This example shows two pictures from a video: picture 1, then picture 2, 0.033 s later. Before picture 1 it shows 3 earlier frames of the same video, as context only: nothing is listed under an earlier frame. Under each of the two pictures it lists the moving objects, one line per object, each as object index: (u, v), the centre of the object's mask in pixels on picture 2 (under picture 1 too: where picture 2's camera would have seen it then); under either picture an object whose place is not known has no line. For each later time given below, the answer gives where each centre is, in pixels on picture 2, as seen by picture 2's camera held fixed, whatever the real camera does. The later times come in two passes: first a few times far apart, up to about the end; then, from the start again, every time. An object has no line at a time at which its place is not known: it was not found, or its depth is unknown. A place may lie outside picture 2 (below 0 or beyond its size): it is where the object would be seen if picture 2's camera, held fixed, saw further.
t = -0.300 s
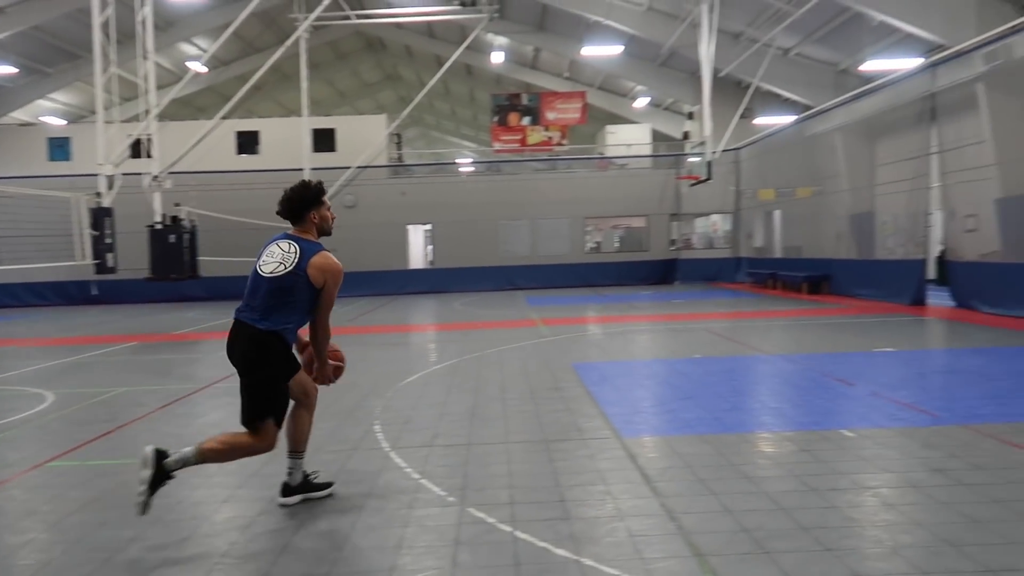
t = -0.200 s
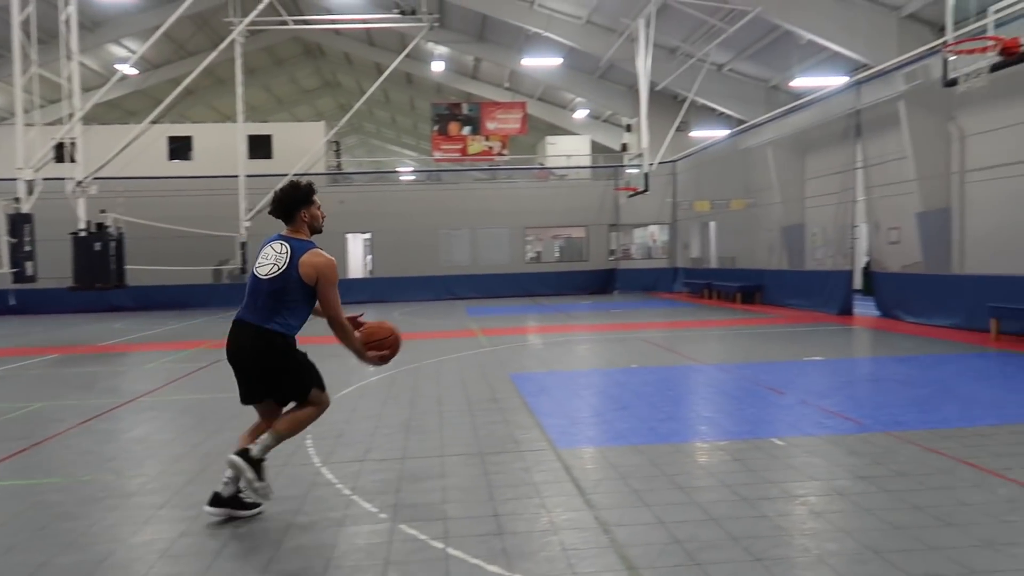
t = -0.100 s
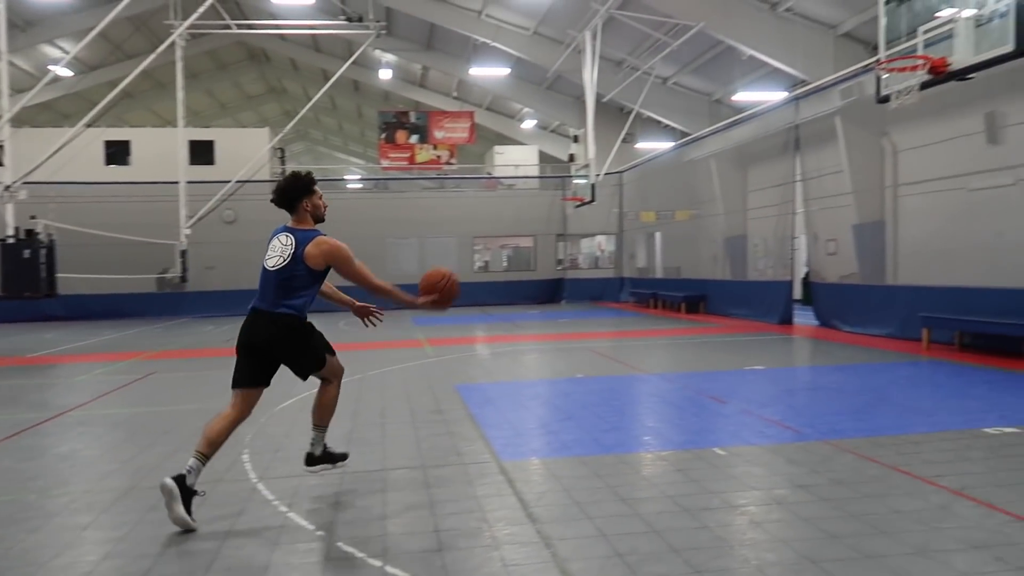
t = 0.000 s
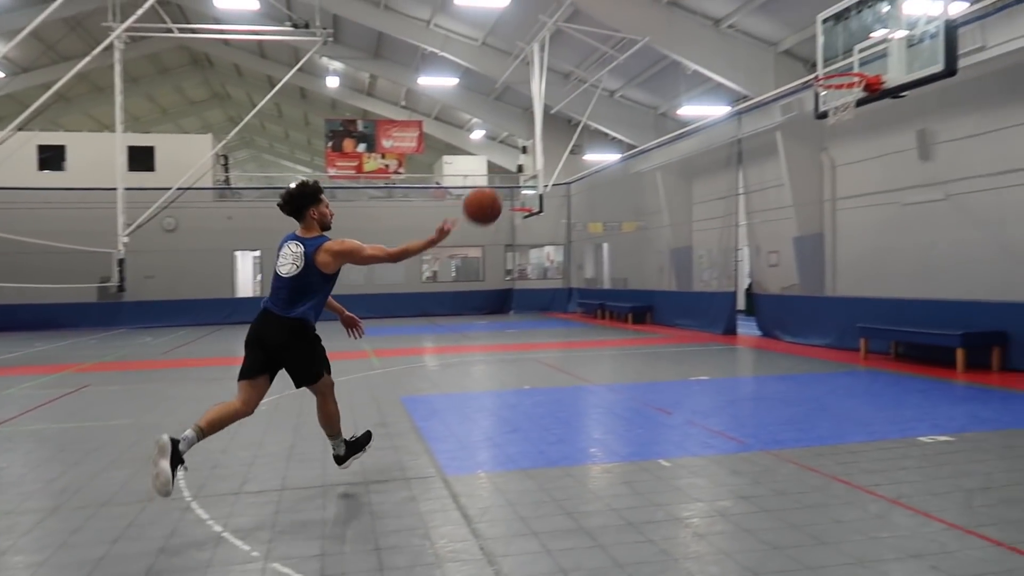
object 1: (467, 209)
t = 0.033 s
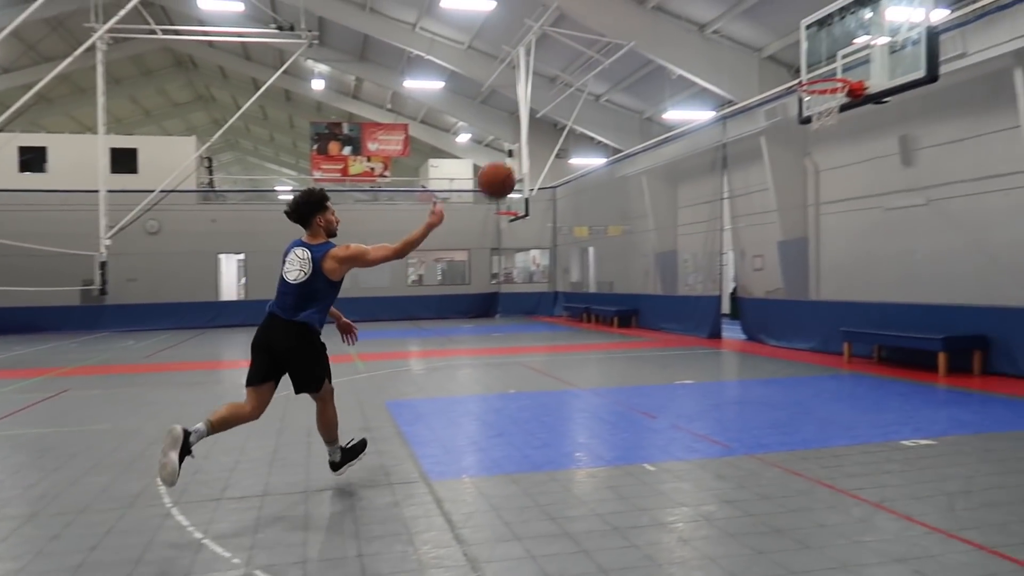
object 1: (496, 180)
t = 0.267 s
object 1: (671, 46)
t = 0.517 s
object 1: (815, 8)
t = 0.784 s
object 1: (851, 34)
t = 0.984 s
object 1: (740, 73)
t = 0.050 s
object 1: (510, 167)
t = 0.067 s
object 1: (524, 153)
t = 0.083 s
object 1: (538, 141)
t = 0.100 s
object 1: (551, 129)
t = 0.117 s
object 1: (563, 118)
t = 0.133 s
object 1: (576, 108)
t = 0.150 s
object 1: (589, 98)
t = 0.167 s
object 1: (601, 89)
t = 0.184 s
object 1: (613, 80)
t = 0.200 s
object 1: (625, 72)
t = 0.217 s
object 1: (636, 65)
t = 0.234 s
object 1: (648, 58)
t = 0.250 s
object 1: (660, 51)
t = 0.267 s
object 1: (671, 46)
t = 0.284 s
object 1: (682, 40)
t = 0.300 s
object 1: (692, 35)
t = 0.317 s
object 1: (703, 31)
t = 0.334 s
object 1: (713, 26)
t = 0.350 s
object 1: (723, 23)
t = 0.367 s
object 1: (733, 20)
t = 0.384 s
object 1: (743, 17)
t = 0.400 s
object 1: (753, 14)
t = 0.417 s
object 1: (762, 12)
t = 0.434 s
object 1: (771, 11)
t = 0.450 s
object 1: (781, 9)
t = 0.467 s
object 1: (789, 8)
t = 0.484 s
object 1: (798, 8)
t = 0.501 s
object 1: (807, 8)
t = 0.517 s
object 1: (815, 8)
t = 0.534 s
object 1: (824, 9)
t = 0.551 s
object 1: (833, 10)
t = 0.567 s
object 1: (841, 11)
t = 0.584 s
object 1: (848, 12)
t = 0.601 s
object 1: (856, 14)
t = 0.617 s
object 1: (864, 16)
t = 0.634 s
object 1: (871, 19)
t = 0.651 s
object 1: (878, 22)
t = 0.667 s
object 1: (886, 25)
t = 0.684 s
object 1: (893, 29)
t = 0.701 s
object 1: (897, 31)
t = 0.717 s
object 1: (889, 31)
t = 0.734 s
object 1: (879, 31)
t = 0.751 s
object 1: (869, 31)
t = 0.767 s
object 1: (860, 32)
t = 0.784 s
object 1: (851, 34)
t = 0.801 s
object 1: (842, 35)
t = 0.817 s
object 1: (833, 37)
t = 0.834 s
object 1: (823, 39)
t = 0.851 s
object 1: (814, 42)
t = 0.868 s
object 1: (805, 44)
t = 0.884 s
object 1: (795, 48)
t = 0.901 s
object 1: (787, 50)
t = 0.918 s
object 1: (777, 55)
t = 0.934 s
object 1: (768, 59)
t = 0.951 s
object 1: (759, 63)
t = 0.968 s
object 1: (750, 68)
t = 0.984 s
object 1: (740, 73)
